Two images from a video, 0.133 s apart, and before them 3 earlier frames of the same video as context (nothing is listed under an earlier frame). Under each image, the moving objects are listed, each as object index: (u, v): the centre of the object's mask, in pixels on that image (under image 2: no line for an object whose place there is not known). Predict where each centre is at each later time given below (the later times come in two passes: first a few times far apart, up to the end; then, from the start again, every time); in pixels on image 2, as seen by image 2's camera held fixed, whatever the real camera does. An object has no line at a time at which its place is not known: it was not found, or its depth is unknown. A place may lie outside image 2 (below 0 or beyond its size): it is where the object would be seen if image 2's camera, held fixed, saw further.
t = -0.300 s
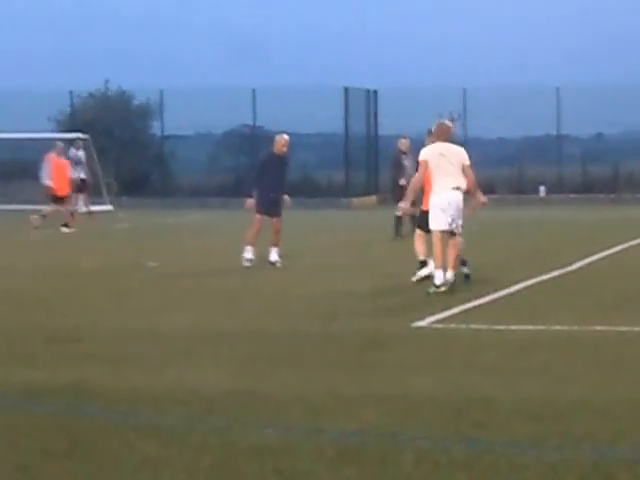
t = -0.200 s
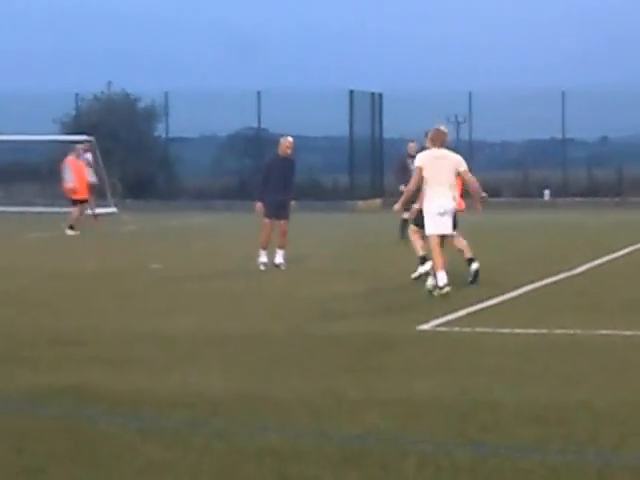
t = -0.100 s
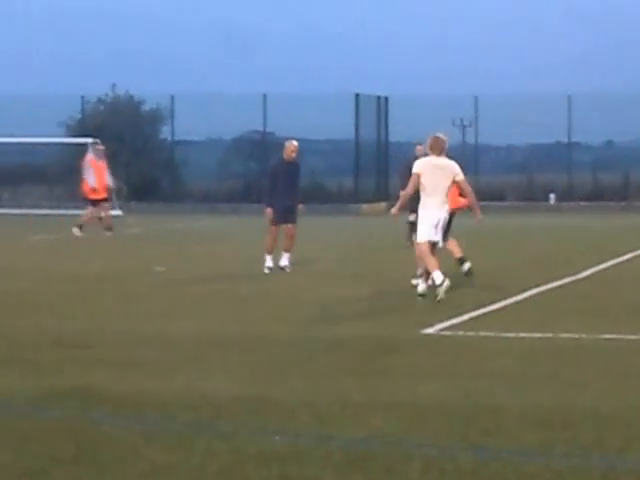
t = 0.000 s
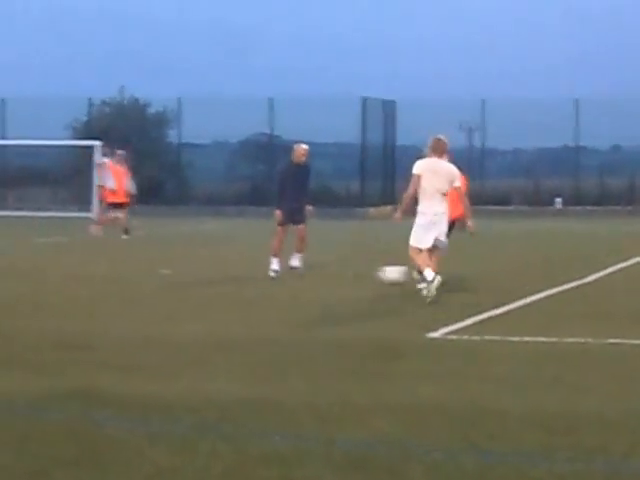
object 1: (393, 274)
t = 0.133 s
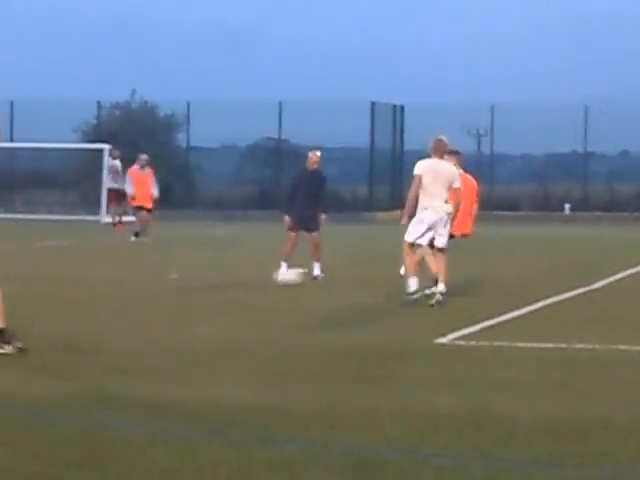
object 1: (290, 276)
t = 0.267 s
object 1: (193, 272)
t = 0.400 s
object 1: (108, 268)
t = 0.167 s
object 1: (264, 275)
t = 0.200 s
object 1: (240, 275)
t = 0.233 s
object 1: (215, 273)
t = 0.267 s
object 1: (193, 272)
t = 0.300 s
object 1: (171, 272)
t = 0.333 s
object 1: (148, 271)
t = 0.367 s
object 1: (127, 270)
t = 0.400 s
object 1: (108, 268)
